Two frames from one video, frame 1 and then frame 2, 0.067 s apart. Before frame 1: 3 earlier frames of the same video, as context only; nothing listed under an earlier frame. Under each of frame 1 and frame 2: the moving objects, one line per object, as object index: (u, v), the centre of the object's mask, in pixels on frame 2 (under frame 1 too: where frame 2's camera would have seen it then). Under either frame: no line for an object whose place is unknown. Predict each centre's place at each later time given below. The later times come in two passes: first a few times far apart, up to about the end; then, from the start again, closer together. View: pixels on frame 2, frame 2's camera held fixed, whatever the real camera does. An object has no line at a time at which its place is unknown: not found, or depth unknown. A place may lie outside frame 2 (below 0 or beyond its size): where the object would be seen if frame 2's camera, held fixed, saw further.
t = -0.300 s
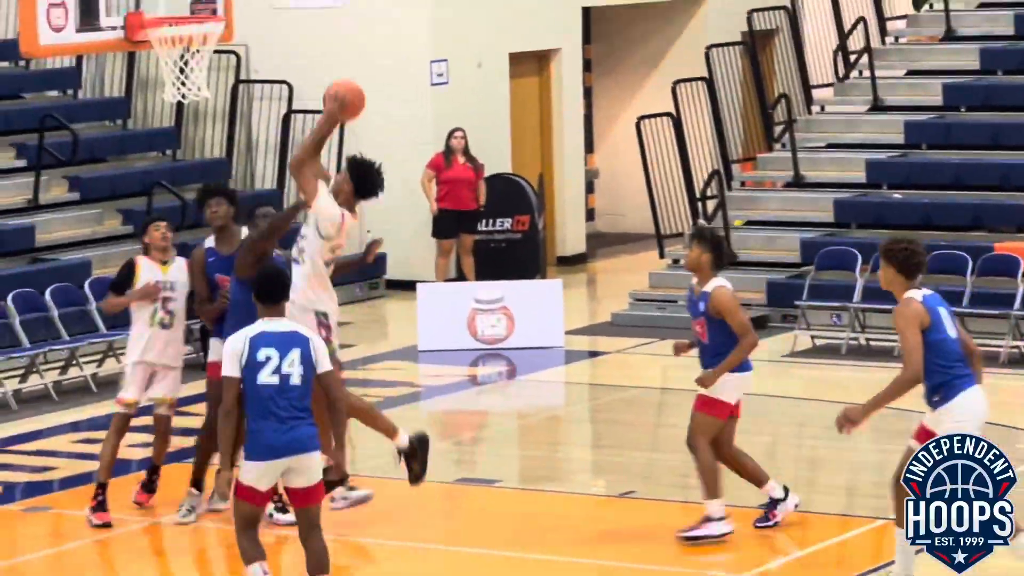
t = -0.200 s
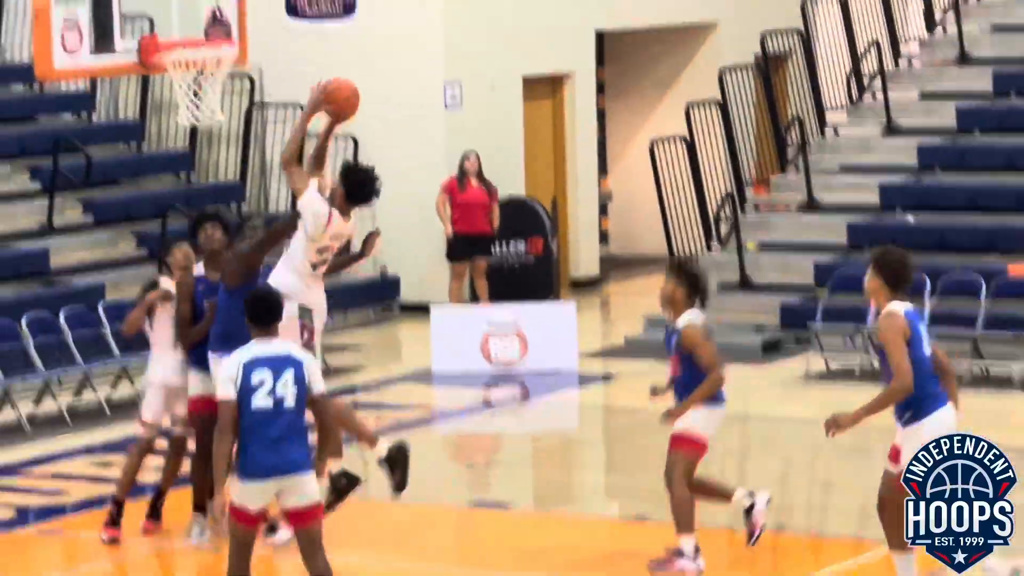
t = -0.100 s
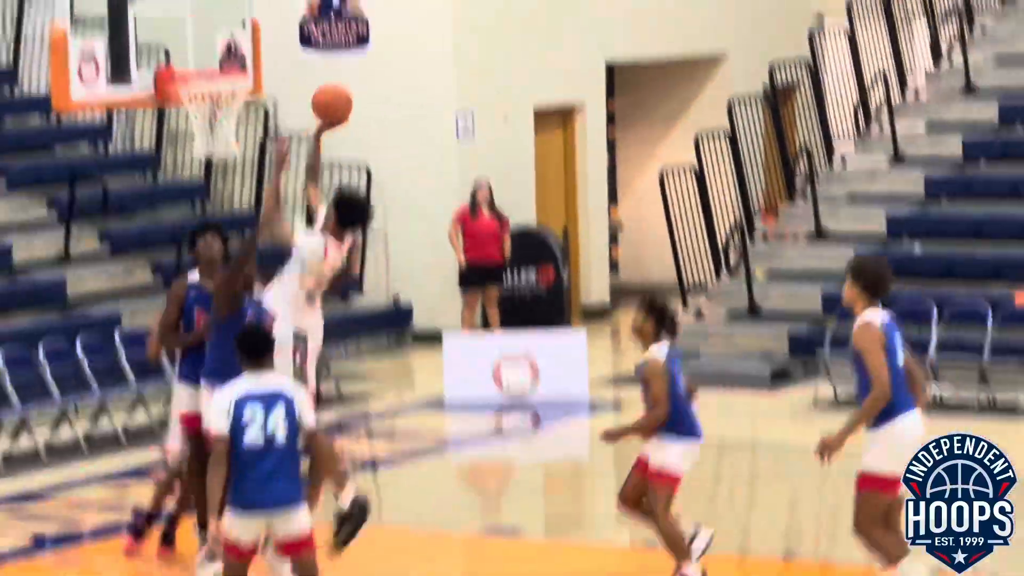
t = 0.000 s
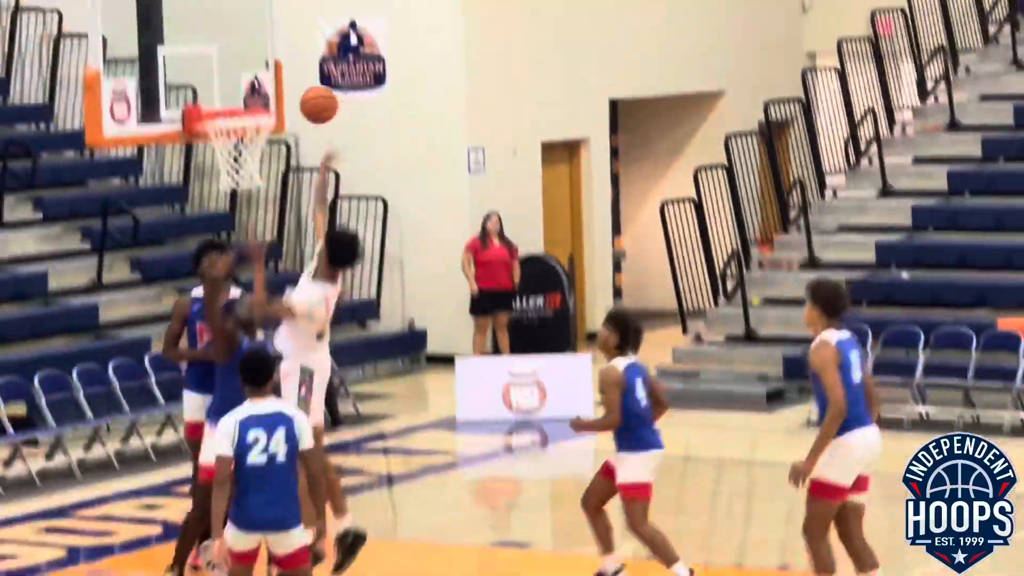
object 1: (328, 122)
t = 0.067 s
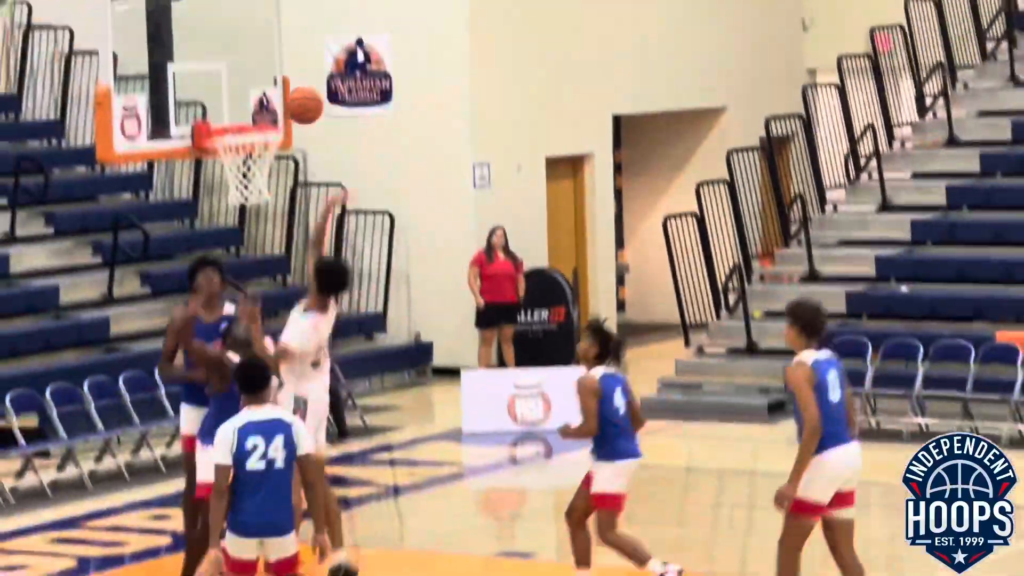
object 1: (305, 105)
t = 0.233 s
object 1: (252, 98)
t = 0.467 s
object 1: (226, 72)
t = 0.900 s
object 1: (240, 101)
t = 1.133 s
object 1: (256, 110)
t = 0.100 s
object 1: (294, 100)
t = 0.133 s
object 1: (283, 97)
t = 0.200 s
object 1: (261, 96)
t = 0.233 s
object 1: (252, 98)
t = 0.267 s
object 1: (242, 101)
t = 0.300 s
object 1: (231, 106)
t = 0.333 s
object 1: (225, 108)
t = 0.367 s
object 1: (225, 97)
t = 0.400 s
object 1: (225, 87)
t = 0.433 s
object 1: (226, 79)
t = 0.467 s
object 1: (226, 72)
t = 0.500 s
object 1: (227, 66)
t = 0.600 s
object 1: (229, 62)
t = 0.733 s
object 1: (233, 79)
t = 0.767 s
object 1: (235, 87)
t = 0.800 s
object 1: (235, 97)
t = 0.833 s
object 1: (237, 109)
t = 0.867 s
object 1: (238, 106)
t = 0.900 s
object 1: (240, 101)
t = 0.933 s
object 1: (242, 97)
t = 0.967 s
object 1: (244, 95)
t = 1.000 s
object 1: (246, 95)
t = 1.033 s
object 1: (249, 97)
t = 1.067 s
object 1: (250, 99)
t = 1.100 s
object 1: (253, 105)
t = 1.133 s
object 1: (256, 110)
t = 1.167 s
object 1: (256, 110)
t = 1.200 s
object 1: (256, 109)
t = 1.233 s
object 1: (256, 107)
